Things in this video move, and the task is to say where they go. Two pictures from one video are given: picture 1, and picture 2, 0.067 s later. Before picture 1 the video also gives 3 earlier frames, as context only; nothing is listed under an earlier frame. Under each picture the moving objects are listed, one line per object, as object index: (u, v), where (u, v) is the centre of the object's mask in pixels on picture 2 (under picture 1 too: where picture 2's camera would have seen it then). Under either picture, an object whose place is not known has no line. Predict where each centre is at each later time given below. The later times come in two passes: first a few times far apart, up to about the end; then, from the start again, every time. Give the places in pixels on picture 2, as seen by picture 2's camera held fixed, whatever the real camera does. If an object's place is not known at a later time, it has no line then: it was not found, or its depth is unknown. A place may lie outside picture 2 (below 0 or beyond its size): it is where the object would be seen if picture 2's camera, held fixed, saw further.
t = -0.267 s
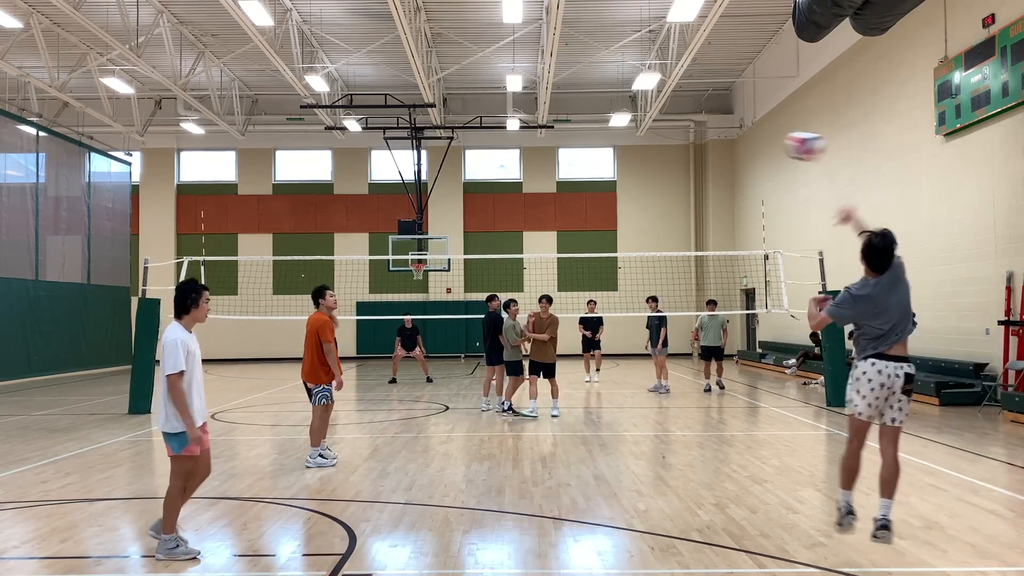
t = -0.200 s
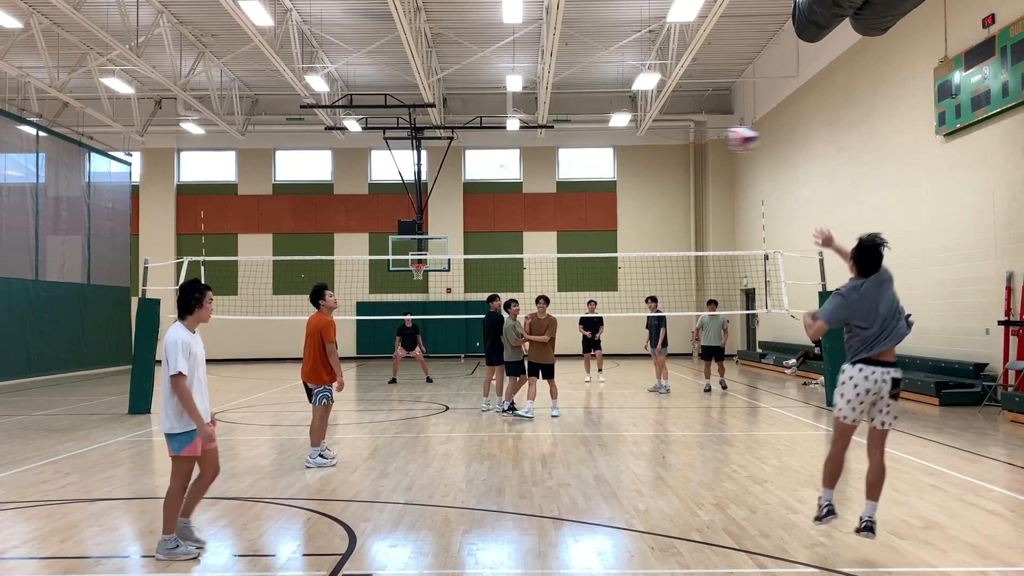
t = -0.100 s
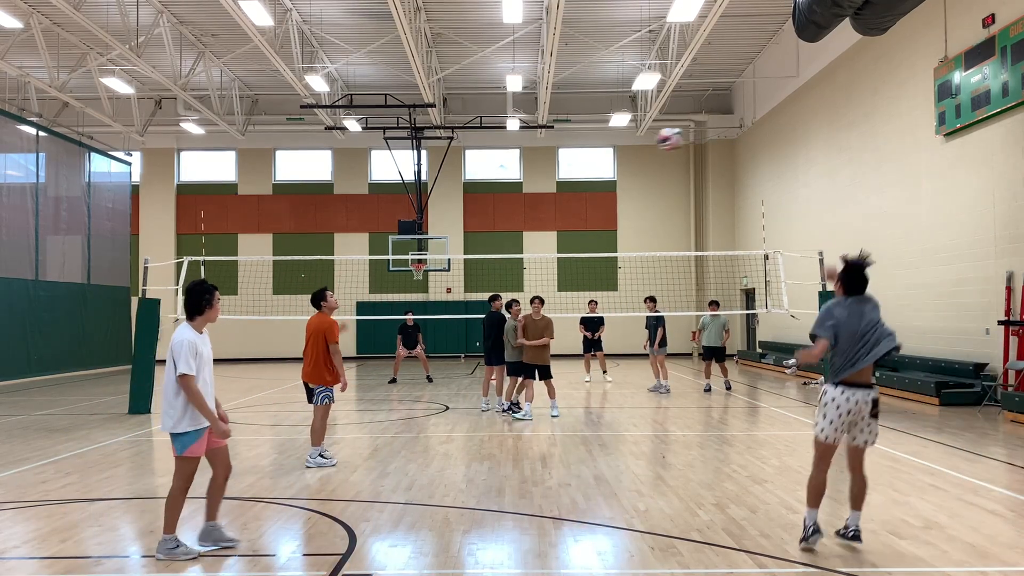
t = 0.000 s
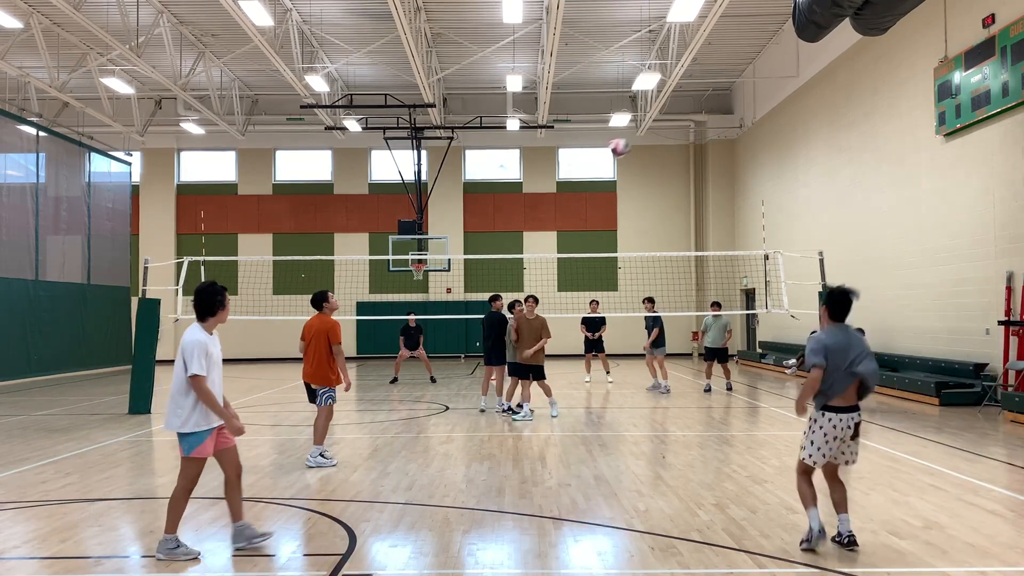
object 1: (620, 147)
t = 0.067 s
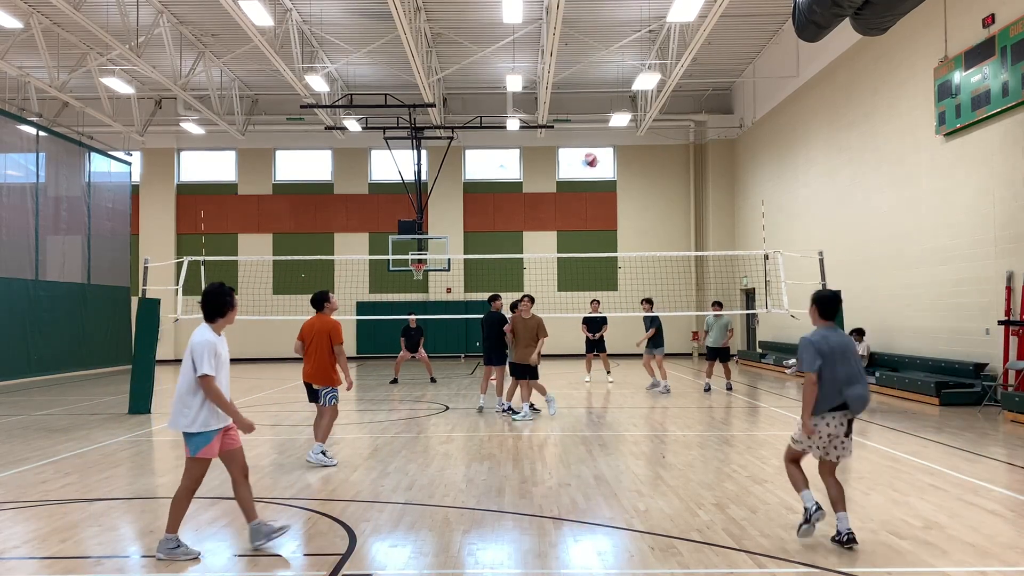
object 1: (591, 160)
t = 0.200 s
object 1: (549, 188)
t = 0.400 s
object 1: (503, 239)
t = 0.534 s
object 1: (485, 272)
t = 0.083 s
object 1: (585, 163)
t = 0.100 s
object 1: (579, 166)
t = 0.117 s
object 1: (574, 170)
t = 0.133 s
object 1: (569, 172)
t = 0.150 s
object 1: (563, 177)
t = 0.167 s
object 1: (558, 180)
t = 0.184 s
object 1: (553, 184)
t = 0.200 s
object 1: (549, 188)
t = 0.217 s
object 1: (545, 192)
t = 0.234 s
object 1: (540, 196)
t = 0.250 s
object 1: (535, 200)
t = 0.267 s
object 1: (531, 204)
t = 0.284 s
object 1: (527, 208)
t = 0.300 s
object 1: (523, 212)
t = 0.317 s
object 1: (520, 217)
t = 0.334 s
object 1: (516, 221)
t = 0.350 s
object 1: (512, 225)
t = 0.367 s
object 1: (509, 229)
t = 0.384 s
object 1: (506, 234)
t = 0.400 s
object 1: (503, 239)
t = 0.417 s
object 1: (500, 244)
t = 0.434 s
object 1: (497, 248)
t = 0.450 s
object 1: (494, 252)
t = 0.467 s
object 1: (492, 257)
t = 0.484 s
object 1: (489, 263)
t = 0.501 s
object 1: (488, 266)
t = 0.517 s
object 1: (486, 269)
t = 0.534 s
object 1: (485, 272)
